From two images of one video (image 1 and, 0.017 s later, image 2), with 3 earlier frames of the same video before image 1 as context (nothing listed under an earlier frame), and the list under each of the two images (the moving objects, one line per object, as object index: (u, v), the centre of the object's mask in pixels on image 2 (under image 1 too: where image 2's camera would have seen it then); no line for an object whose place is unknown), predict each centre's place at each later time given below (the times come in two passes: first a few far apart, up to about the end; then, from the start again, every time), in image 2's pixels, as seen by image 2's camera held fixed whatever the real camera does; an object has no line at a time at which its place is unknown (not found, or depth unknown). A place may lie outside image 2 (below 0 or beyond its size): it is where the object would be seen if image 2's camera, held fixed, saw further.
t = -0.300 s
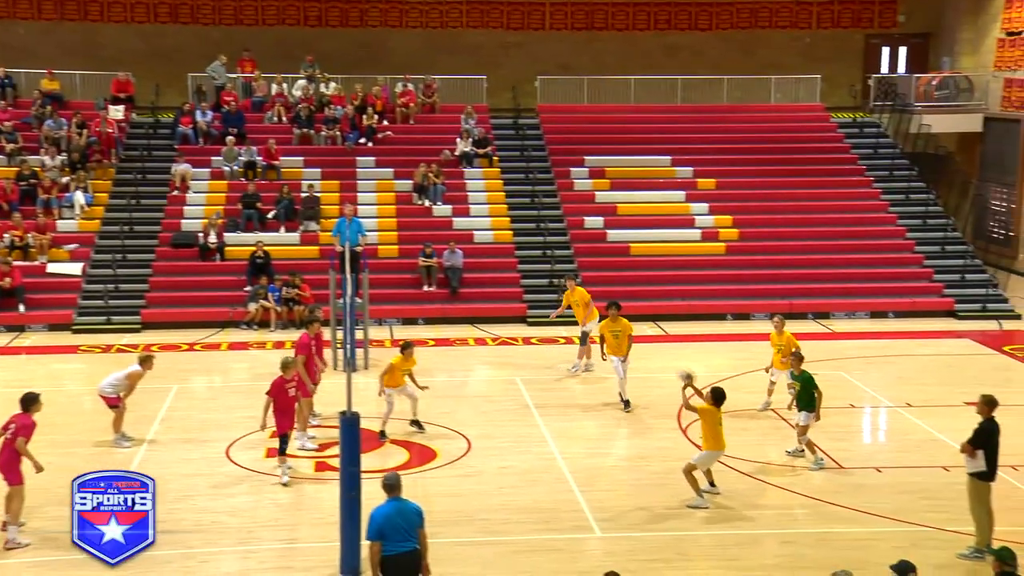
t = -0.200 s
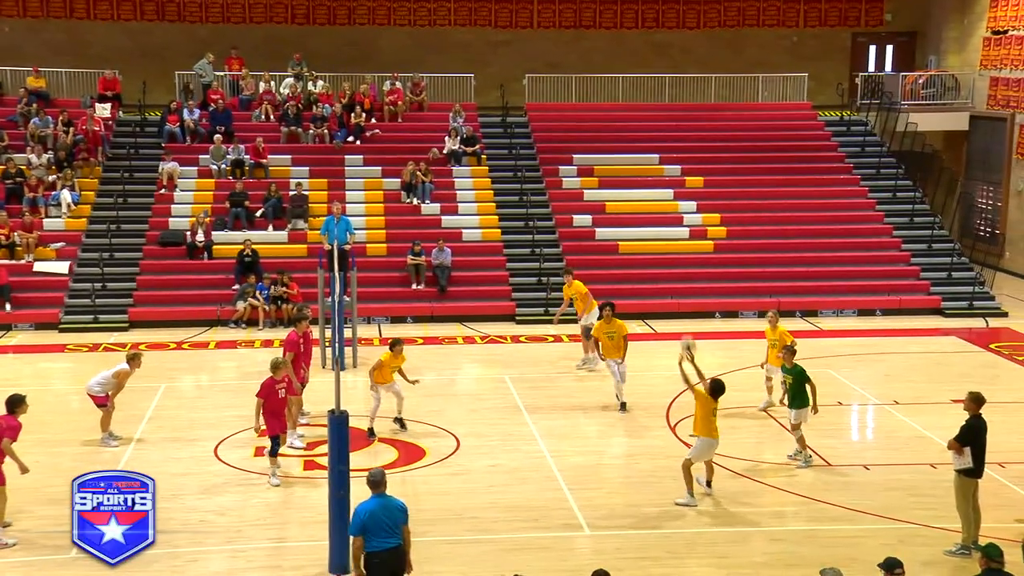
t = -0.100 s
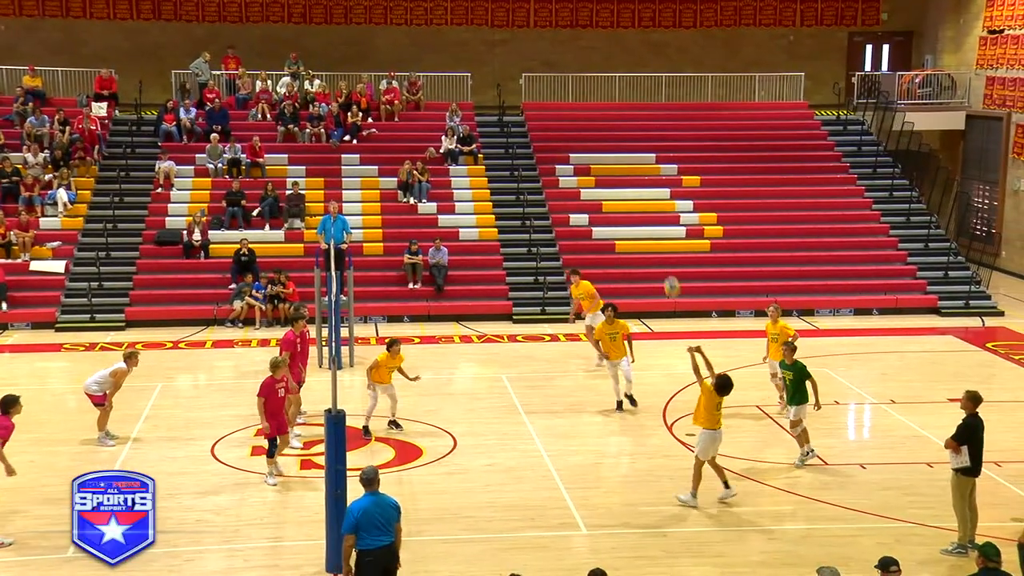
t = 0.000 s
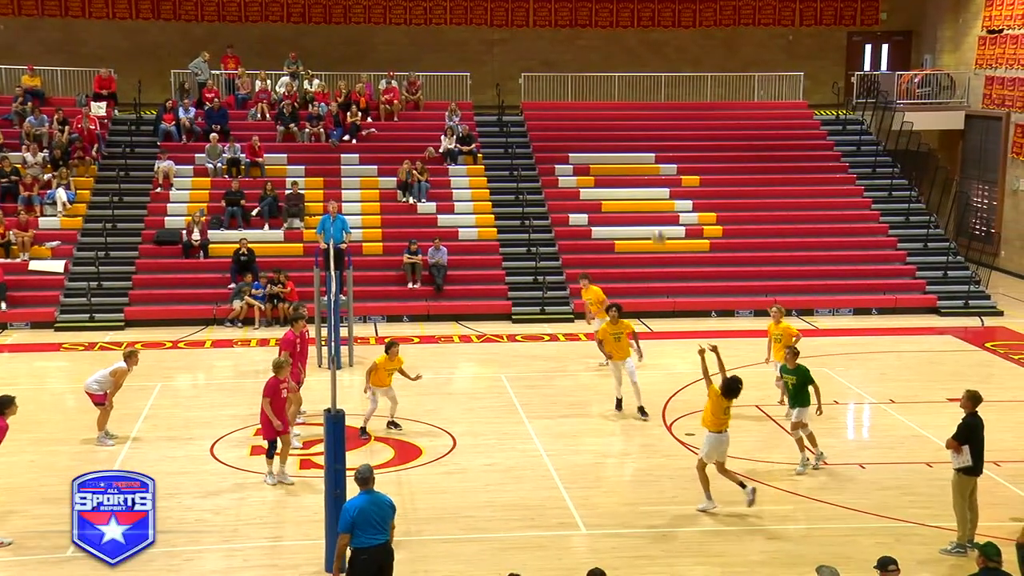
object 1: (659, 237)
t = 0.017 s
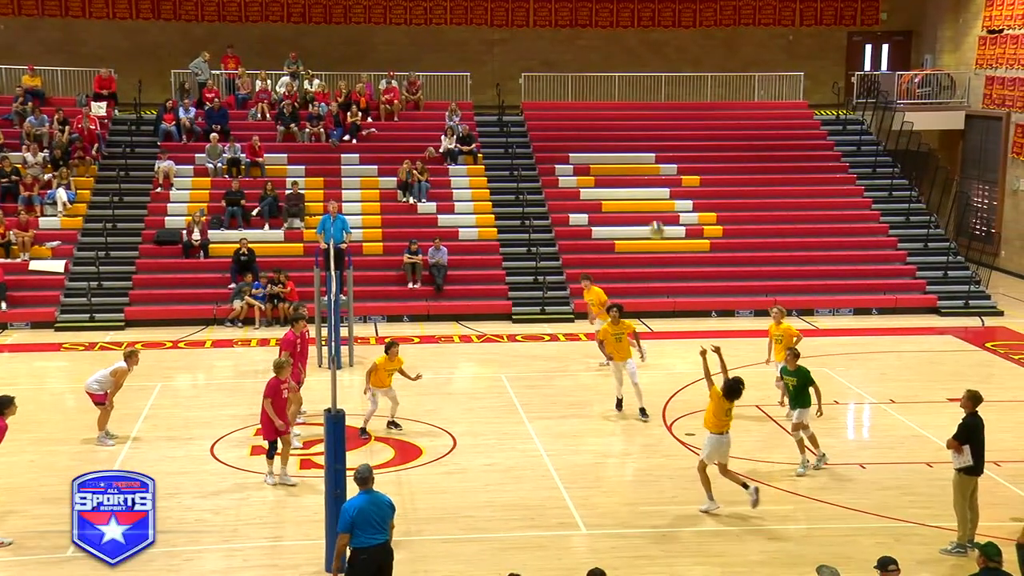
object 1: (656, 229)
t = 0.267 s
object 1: (627, 148)
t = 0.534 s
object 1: (599, 114)
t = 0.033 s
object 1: (654, 222)
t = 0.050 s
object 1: (653, 217)
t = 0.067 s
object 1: (650, 211)
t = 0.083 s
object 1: (649, 203)
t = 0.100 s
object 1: (647, 197)
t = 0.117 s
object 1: (644, 191)
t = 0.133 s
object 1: (642, 185)
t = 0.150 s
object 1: (640, 180)
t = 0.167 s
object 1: (638, 176)
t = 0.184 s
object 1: (636, 171)
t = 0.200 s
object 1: (634, 165)
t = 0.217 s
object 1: (633, 160)
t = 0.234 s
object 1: (631, 156)
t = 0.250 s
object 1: (628, 151)
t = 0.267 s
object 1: (627, 148)
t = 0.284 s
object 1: (625, 144)
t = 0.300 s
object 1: (623, 141)
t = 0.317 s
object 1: (622, 138)
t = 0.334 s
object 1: (619, 134)
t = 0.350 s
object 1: (618, 132)
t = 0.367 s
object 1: (616, 129)
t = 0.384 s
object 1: (614, 126)
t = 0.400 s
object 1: (612, 124)
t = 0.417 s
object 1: (611, 122)
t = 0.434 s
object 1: (609, 121)
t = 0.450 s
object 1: (607, 119)
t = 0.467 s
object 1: (606, 117)
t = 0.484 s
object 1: (604, 116)
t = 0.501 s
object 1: (602, 115)
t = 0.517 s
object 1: (600, 114)
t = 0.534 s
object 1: (599, 114)
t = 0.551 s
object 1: (597, 114)
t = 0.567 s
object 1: (595, 113)
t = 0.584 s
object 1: (594, 113)
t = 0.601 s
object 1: (592, 113)
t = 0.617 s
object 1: (590, 113)
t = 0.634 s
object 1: (589, 114)
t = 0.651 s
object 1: (587, 114)
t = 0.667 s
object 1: (585, 115)
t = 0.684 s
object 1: (583, 117)
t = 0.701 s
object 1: (582, 118)
